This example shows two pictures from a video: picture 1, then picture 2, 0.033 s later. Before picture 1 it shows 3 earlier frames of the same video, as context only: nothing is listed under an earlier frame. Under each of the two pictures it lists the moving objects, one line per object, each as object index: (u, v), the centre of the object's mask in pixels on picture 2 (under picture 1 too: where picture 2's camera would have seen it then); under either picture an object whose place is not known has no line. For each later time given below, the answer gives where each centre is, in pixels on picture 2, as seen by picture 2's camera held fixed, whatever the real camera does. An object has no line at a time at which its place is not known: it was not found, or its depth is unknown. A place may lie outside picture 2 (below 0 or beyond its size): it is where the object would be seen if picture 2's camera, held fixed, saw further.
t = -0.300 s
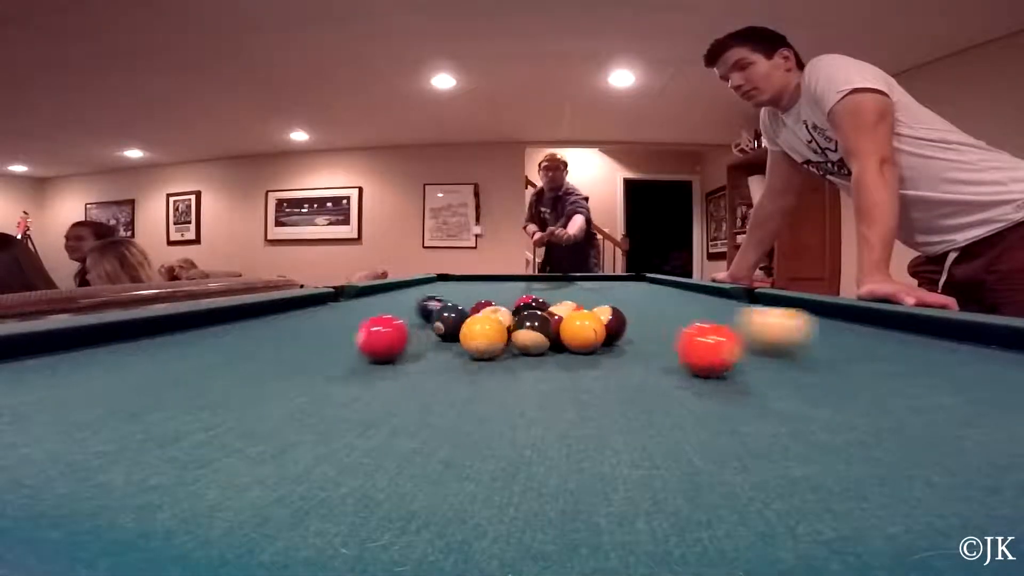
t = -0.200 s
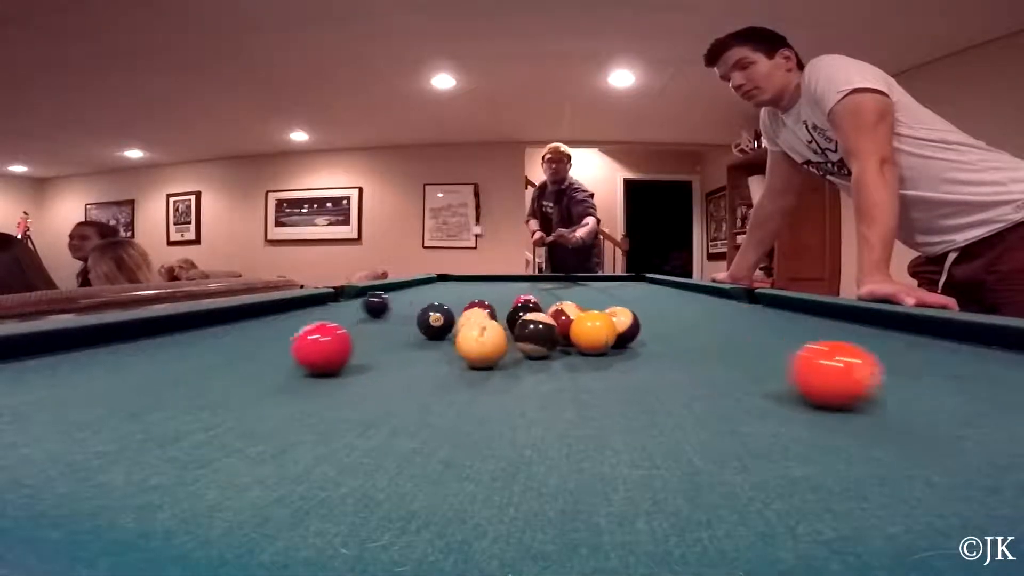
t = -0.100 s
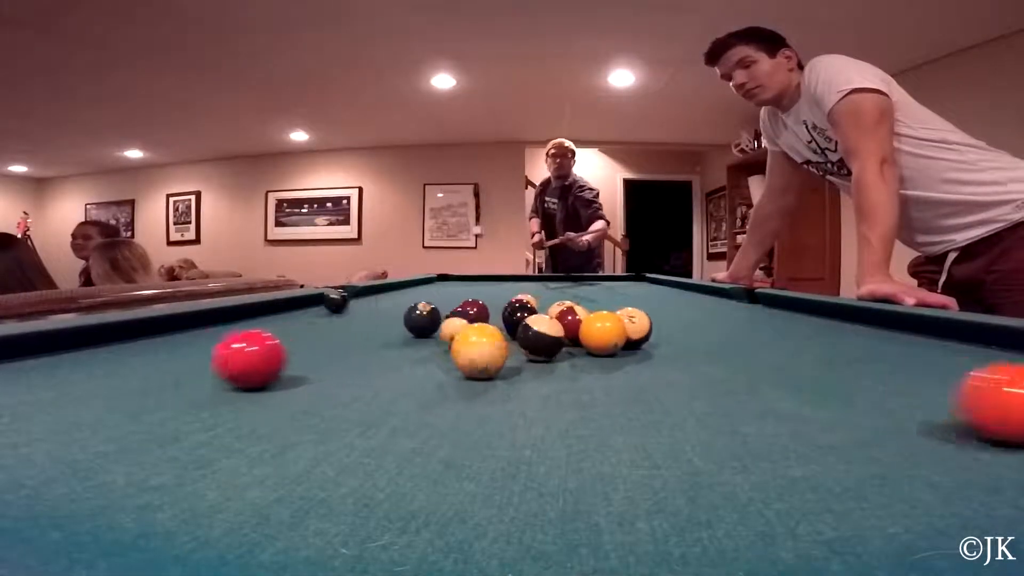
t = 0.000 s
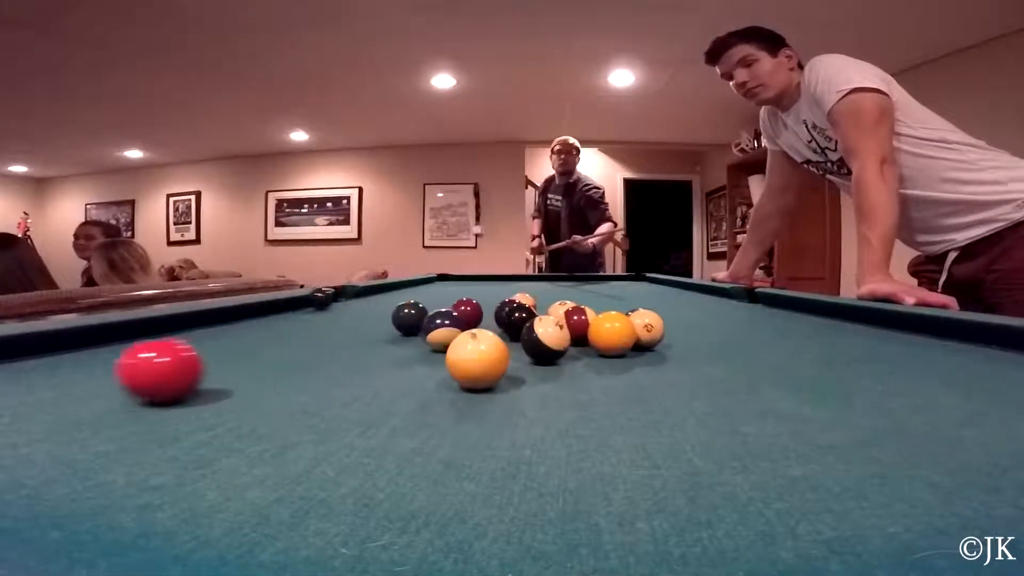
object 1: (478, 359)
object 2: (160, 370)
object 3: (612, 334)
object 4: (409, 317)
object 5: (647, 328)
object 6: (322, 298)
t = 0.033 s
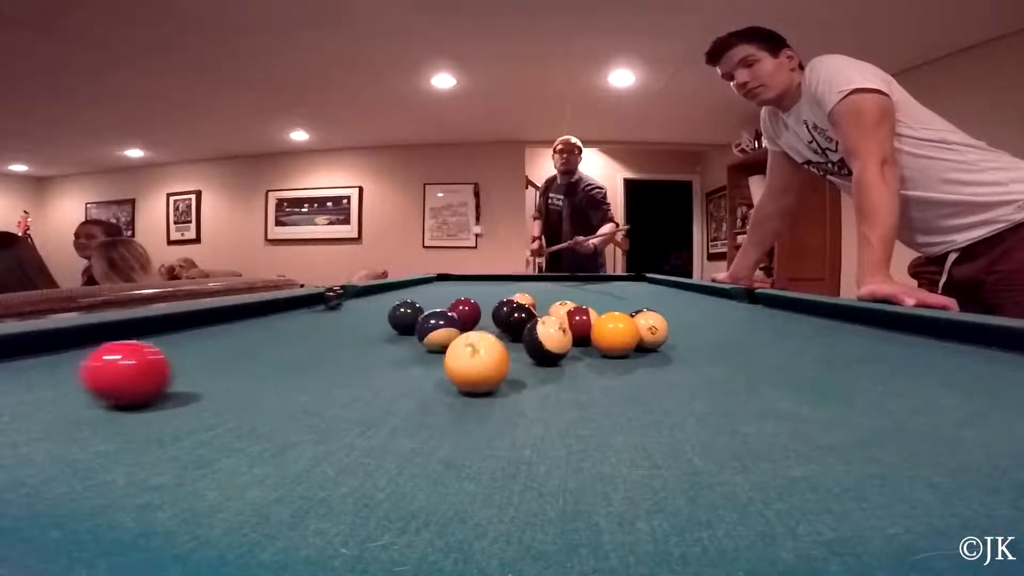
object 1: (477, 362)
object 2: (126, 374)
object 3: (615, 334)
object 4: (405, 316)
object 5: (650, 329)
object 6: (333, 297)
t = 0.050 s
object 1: (476, 364)
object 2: (109, 376)
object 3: (616, 334)
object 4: (403, 316)
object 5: (652, 329)
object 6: (339, 297)
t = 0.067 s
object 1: (476, 366)
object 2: (90, 378)
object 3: (617, 334)
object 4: (400, 315)
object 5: (654, 329)
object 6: (343, 297)
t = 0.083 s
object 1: (476, 368)
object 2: (71, 381)
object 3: (619, 334)
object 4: (399, 315)
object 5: (656, 329)
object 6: (347, 296)
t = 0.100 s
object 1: (475, 369)
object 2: (53, 382)
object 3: (620, 335)
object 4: (396, 315)
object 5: (657, 330)
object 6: (352, 296)
